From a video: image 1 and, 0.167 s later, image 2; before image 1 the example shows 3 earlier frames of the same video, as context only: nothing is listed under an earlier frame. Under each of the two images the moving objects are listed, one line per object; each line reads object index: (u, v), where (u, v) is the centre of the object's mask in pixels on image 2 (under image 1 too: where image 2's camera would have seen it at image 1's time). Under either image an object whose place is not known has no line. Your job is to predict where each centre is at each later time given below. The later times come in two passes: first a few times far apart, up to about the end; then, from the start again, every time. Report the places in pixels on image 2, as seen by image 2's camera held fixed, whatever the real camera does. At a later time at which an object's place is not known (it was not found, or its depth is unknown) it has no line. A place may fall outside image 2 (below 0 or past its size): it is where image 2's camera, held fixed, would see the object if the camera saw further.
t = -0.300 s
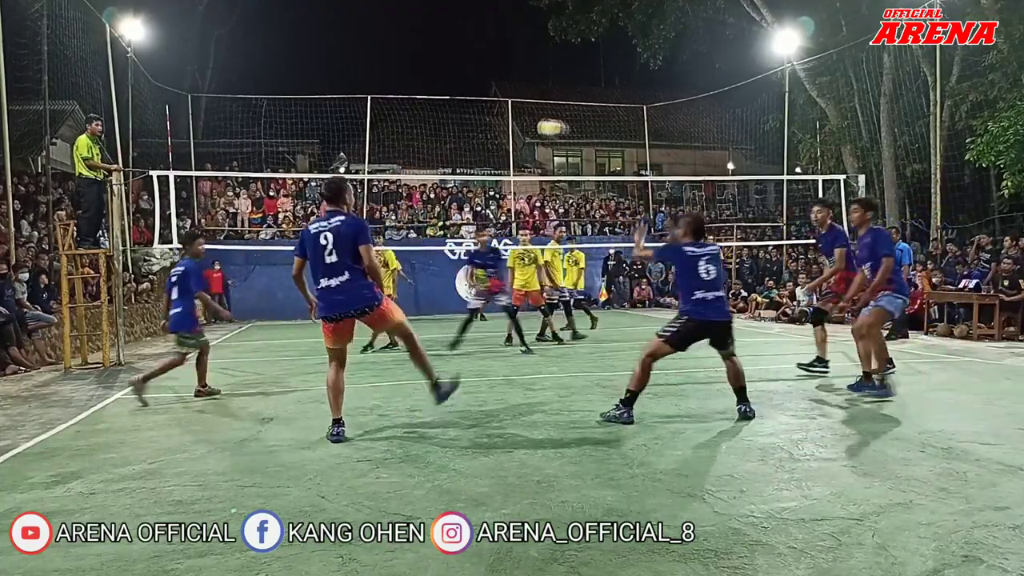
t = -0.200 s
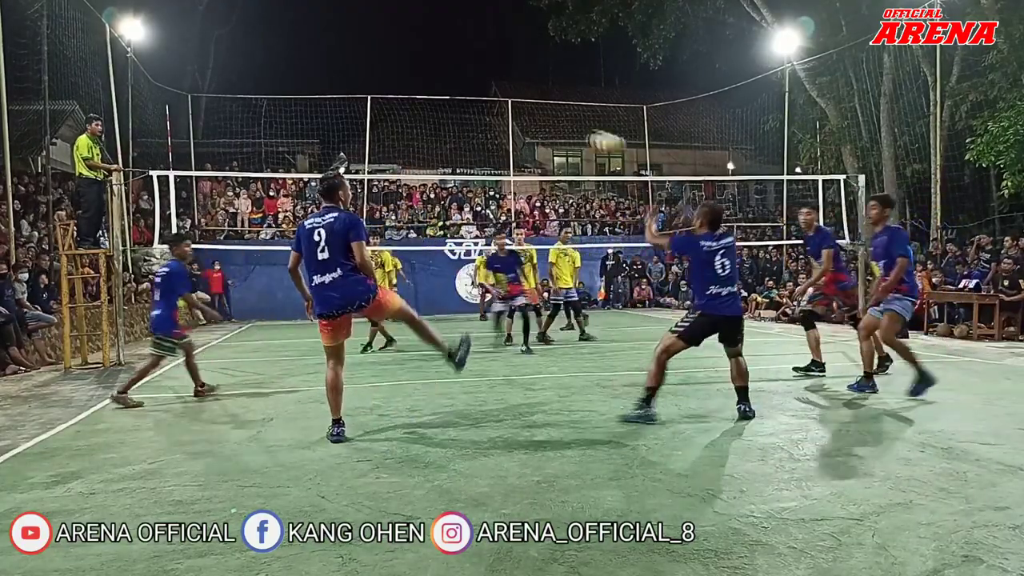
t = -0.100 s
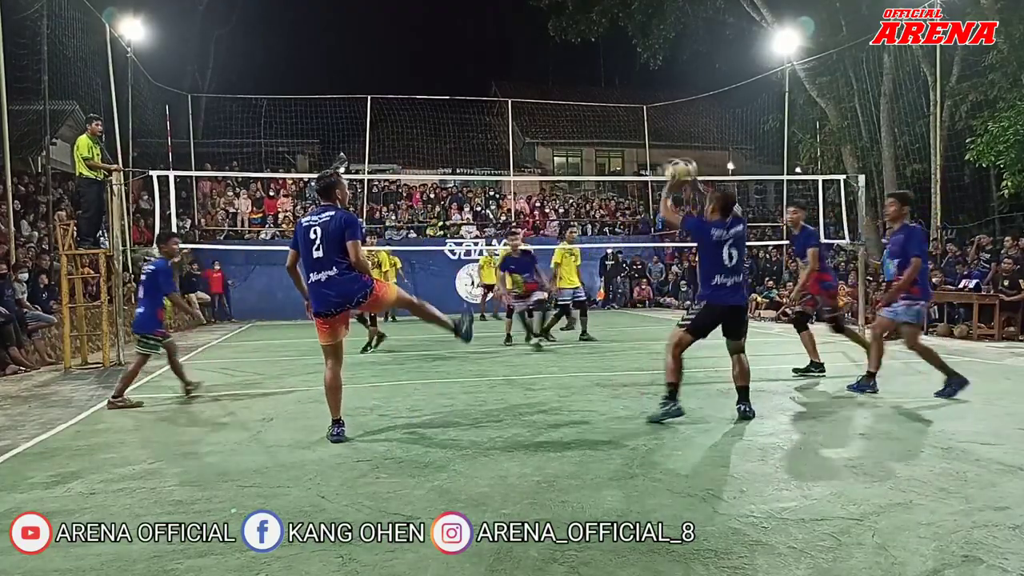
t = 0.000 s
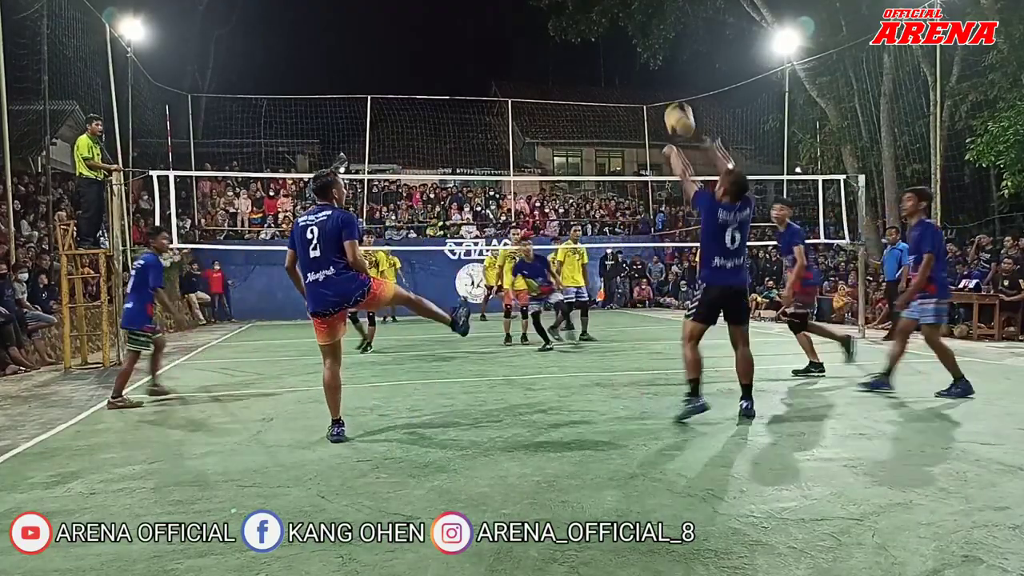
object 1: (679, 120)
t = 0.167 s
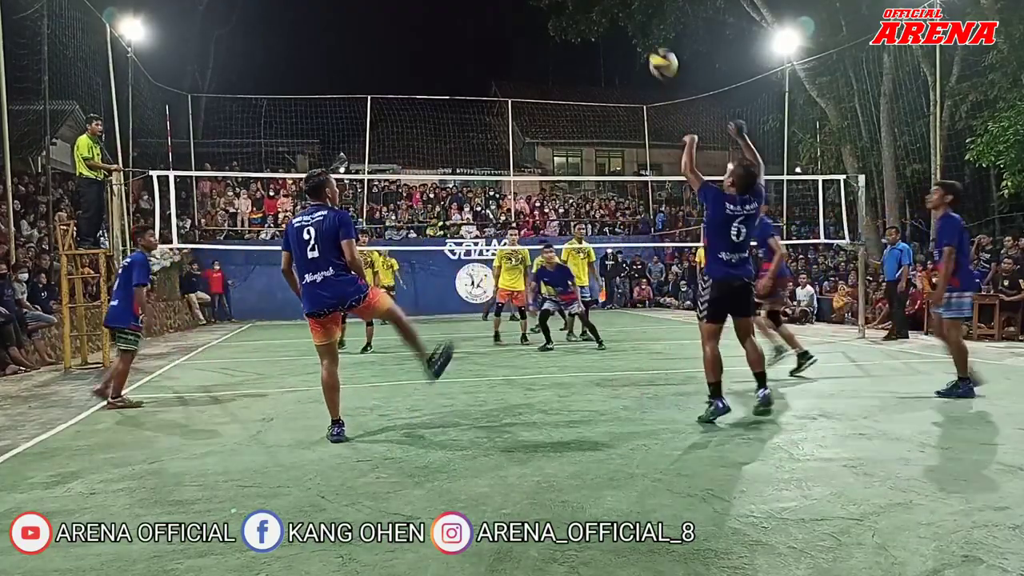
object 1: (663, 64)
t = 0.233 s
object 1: (657, 52)
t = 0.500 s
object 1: (637, 58)
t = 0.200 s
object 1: (660, 56)
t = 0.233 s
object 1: (657, 52)
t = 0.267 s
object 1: (654, 48)
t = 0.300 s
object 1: (651, 45)
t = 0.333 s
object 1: (649, 44)
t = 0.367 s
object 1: (646, 44)
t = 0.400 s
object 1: (644, 46)
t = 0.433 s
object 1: (641, 49)
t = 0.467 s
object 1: (639, 53)
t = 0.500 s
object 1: (637, 58)
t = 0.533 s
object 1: (635, 65)
